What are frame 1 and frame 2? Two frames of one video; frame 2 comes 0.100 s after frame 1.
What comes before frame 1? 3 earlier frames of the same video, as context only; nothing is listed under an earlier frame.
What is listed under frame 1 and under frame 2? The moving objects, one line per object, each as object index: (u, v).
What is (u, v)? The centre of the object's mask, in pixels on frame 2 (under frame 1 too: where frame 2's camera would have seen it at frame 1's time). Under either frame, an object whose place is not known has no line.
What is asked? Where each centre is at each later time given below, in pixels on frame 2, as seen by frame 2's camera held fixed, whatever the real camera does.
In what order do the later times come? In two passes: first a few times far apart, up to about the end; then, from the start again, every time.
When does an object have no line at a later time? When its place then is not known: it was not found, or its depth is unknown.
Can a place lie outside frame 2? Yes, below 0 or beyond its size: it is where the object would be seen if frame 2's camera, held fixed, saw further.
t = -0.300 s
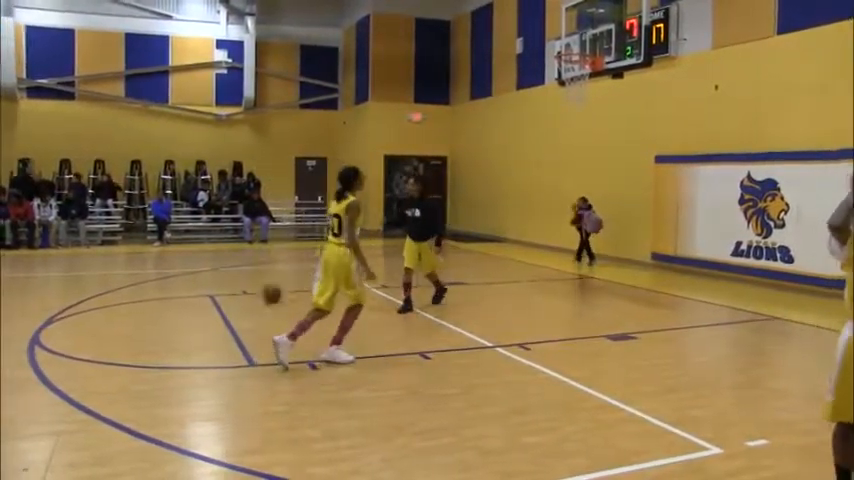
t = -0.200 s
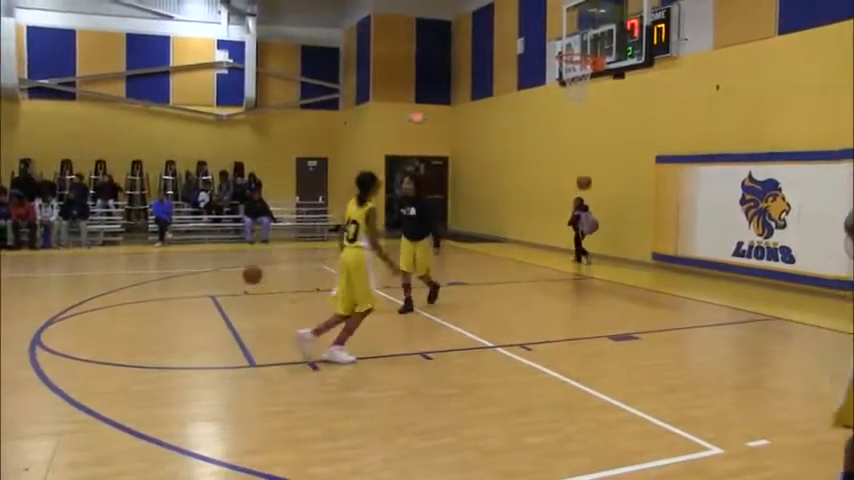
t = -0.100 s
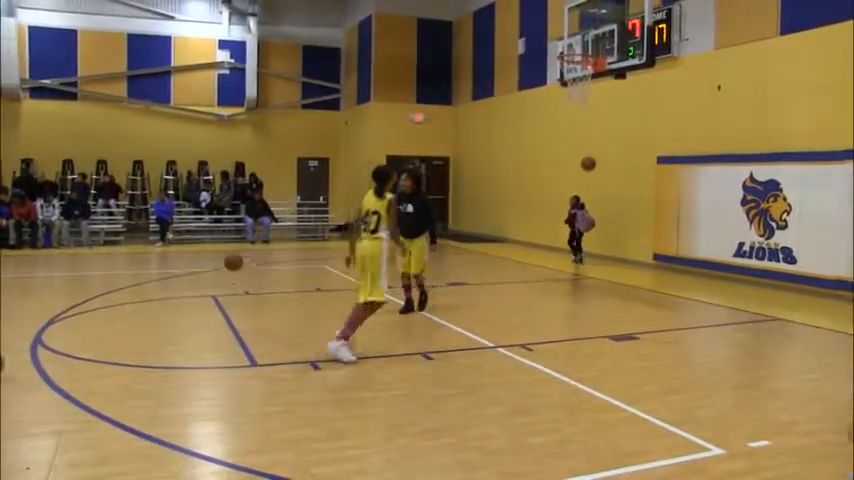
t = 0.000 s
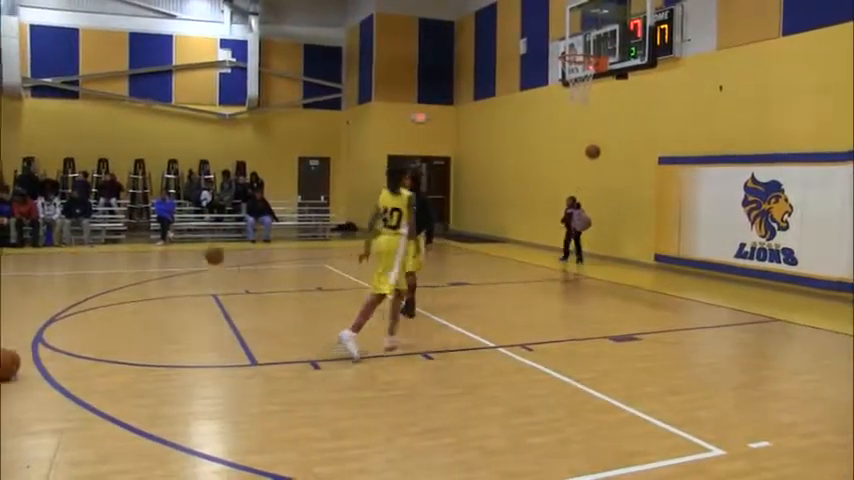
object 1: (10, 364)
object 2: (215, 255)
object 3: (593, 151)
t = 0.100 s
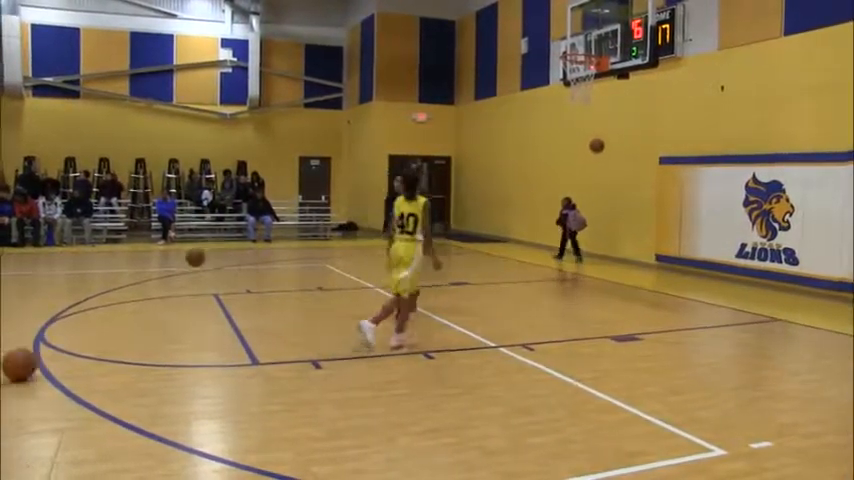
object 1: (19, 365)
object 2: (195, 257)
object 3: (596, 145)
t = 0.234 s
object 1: (40, 365)
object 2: (169, 273)
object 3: (599, 146)
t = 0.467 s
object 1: (77, 368)
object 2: (124, 268)
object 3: (605, 174)
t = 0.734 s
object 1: (119, 370)
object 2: (74, 273)
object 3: (608, 241)
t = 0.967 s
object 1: (154, 372)
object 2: (30, 272)
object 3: (614, 227)
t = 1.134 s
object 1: (181, 373)
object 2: (0, 274)
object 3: (619, 206)
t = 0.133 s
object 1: (24, 365)
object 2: (188, 260)
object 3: (597, 144)
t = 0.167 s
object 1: (30, 365)
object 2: (182, 264)
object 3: (598, 145)
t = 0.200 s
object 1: (35, 365)
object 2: (176, 268)
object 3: (599, 145)
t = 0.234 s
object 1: (40, 365)
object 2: (169, 273)
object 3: (599, 146)
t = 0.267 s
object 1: (45, 366)
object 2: (163, 279)
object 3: (600, 148)
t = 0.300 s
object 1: (50, 366)
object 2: (156, 286)
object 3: (601, 151)
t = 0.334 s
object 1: (56, 367)
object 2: (150, 287)
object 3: (602, 155)
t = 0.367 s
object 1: (61, 367)
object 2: (143, 281)
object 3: (603, 159)
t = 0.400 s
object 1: (66, 368)
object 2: (137, 276)
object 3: (604, 163)
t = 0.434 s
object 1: (72, 367)
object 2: (131, 272)
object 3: (605, 168)
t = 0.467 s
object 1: (77, 368)
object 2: (124, 268)
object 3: (605, 174)
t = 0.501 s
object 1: (82, 368)
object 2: (118, 267)
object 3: (606, 181)
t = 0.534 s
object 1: (88, 368)
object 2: (111, 265)
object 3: (606, 187)
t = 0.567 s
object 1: (93, 368)
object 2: (105, 264)
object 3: (607, 195)
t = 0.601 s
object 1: (98, 368)
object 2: (99, 264)
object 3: (607, 203)
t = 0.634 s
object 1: (103, 368)
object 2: (93, 265)
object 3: (608, 212)
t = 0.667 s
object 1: (108, 369)
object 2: (86, 267)
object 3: (608, 221)
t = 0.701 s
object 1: (113, 369)
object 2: (80, 270)
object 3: (608, 231)
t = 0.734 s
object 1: (119, 370)
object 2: (74, 273)
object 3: (608, 241)
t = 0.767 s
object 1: (124, 370)
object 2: (68, 277)
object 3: (609, 253)
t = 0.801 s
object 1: (129, 370)
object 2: (62, 282)
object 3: (609, 265)
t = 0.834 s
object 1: (133, 370)
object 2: (56, 288)
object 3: (610, 256)
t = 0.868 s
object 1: (139, 370)
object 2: (50, 283)
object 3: (611, 248)
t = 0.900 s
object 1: (144, 371)
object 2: (43, 278)
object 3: (612, 240)
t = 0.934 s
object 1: (149, 371)
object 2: (37, 275)
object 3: (613, 233)
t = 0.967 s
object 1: (154, 372)
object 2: (30, 272)
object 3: (614, 227)
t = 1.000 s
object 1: (160, 372)
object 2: (25, 271)
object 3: (615, 221)
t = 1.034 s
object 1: (165, 372)
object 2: (19, 271)
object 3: (616, 217)
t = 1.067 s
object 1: (170, 372)
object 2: (12, 271)
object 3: (617, 212)
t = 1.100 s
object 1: (175, 373)
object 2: (6, 272)
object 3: (617, 209)
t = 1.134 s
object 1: (181, 373)
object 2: (0, 274)
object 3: (619, 206)
